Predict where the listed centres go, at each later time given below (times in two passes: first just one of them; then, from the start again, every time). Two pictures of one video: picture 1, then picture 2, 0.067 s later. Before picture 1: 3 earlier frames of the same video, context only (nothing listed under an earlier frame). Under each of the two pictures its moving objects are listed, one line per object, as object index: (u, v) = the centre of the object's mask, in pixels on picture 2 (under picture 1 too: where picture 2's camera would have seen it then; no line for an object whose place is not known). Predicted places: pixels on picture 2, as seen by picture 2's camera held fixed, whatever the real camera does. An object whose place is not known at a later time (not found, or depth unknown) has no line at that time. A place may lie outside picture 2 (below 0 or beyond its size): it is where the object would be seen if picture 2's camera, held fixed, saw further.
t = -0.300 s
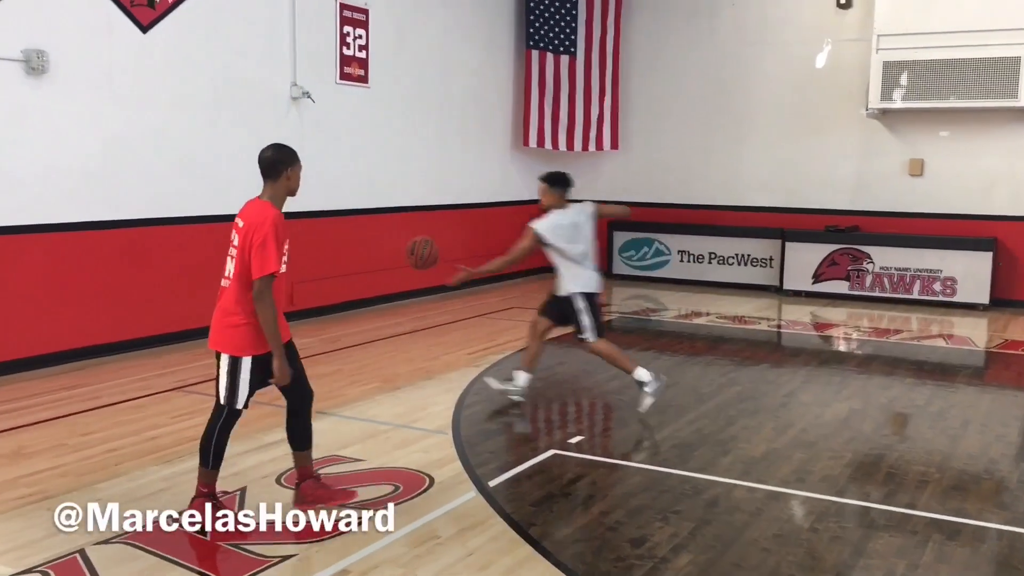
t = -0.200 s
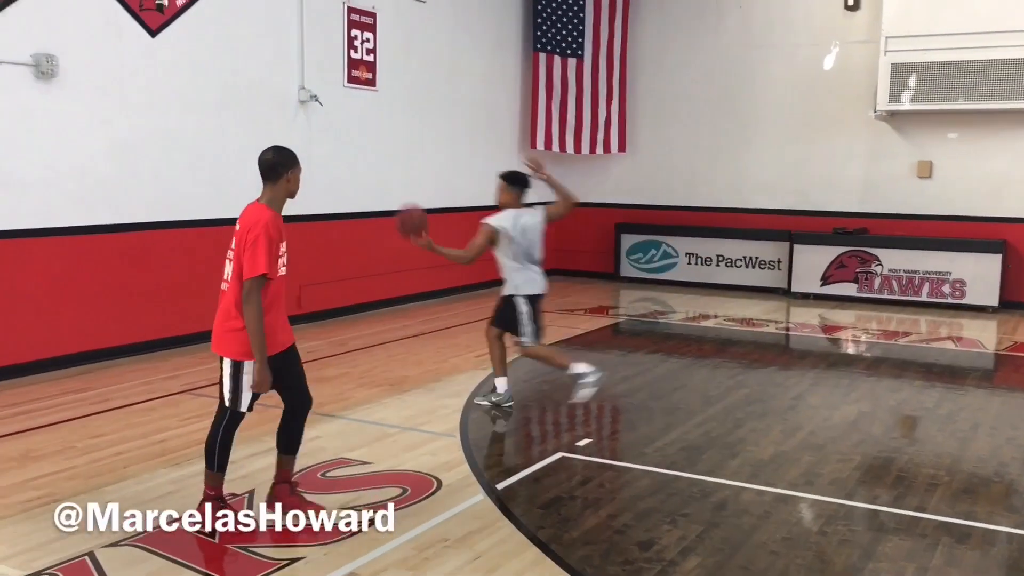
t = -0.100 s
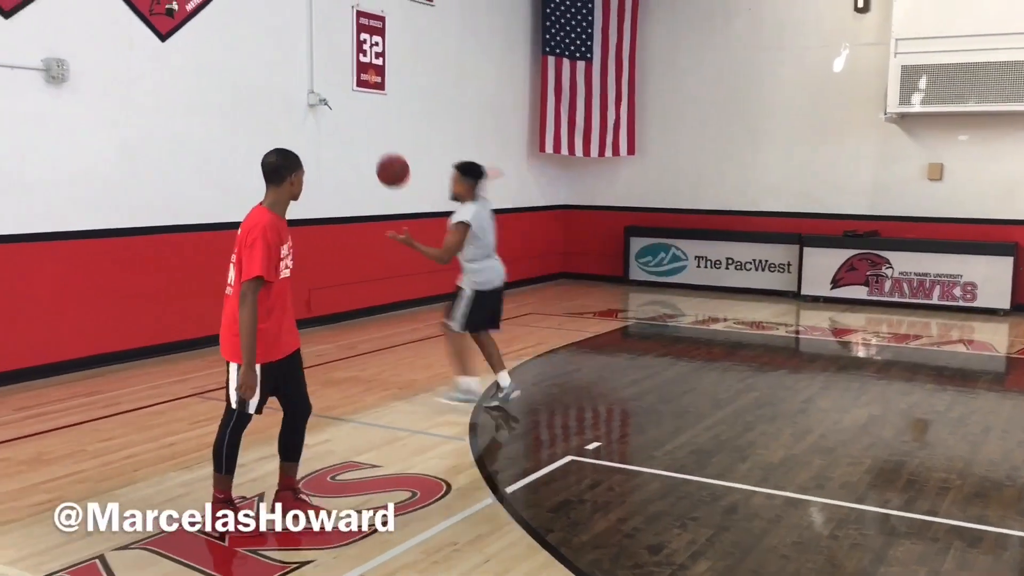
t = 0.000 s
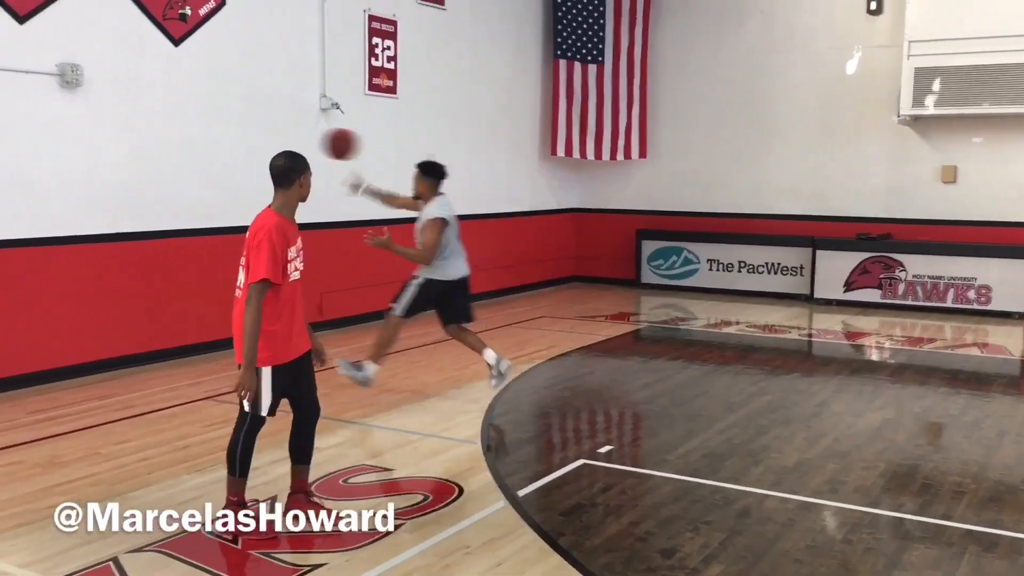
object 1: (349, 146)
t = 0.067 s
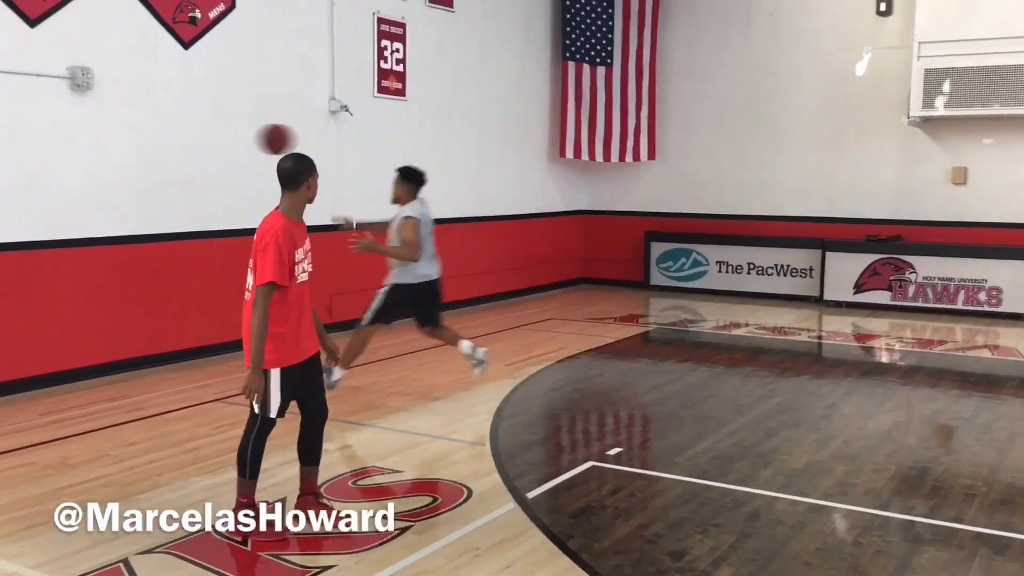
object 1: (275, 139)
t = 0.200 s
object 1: (142, 140)
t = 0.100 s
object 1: (241, 137)
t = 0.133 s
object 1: (207, 137)
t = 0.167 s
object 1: (174, 138)
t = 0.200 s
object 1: (142, 140)
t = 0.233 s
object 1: (131, 147)
